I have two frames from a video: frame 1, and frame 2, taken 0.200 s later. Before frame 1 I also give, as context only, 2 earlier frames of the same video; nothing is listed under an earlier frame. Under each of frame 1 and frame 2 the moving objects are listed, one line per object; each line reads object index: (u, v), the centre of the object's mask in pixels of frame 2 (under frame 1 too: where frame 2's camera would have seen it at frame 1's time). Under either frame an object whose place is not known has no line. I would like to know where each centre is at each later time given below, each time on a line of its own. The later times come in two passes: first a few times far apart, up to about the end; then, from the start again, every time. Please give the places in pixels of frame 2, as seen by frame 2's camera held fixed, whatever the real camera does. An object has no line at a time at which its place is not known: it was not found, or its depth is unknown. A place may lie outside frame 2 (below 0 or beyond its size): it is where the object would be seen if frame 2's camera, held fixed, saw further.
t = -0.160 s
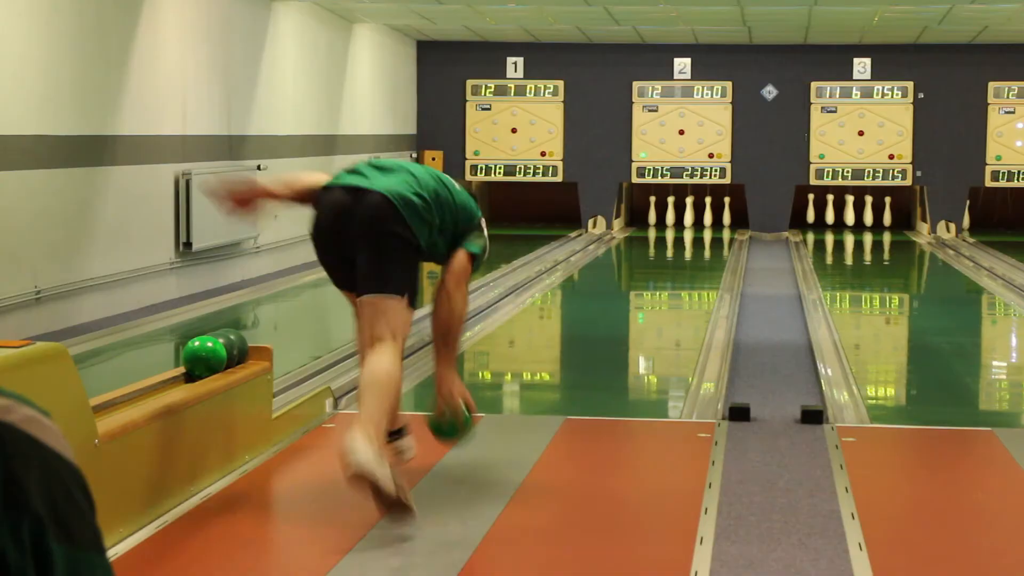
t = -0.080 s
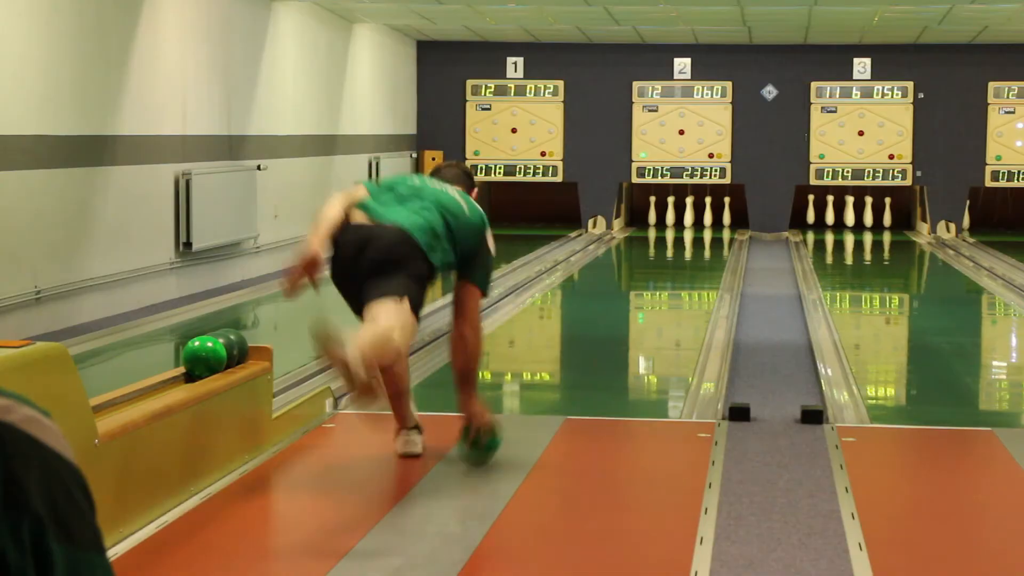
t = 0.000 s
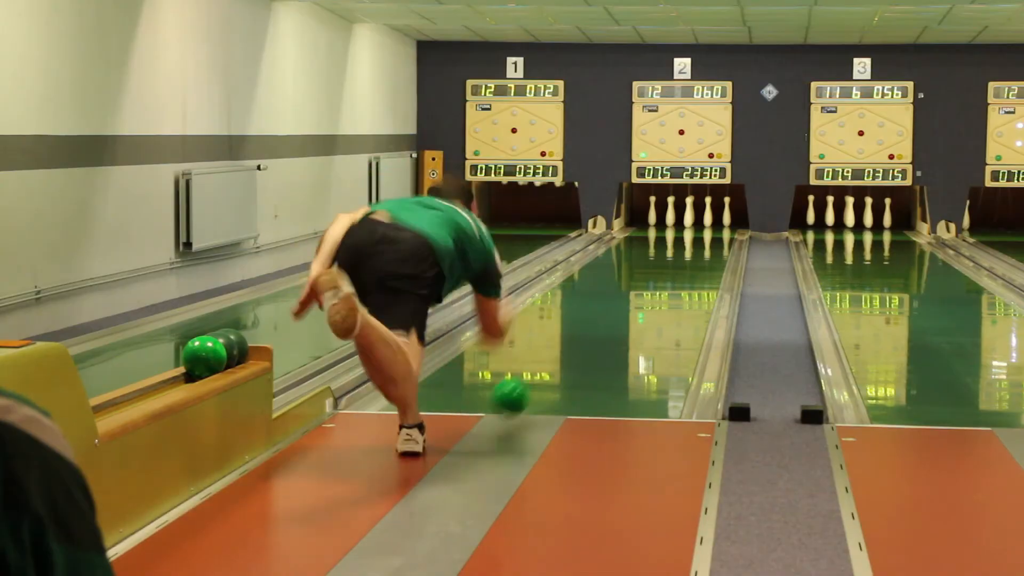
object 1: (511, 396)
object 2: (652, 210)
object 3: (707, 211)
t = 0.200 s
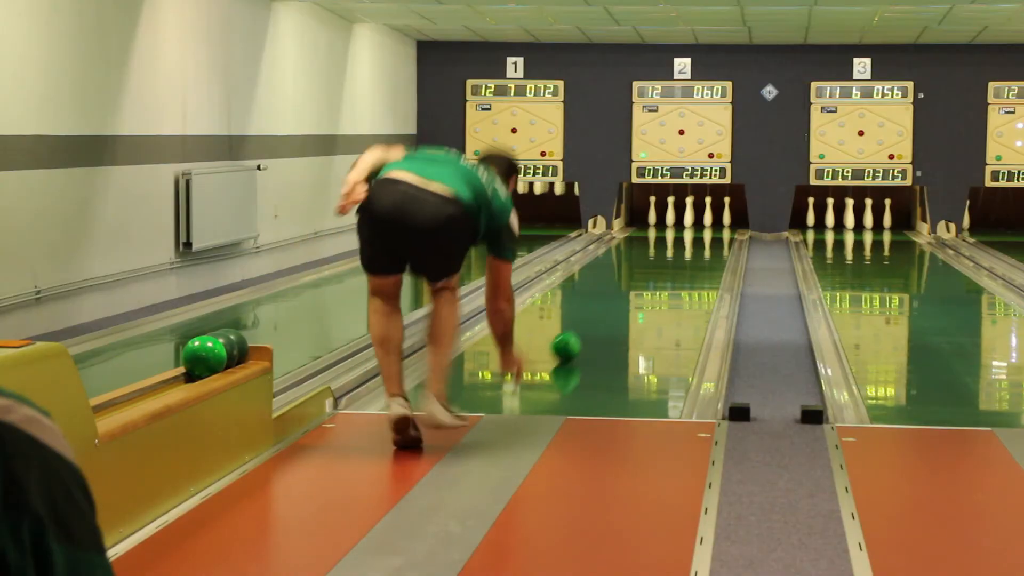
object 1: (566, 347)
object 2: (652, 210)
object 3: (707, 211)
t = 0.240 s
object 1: (574, 338)
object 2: (652, 210)
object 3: (707, 211)
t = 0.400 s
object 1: (600, 310)
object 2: (652, 210)
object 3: (707, 211)
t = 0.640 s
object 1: (627, 280)
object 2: (652, 218)
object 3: (708, 211)
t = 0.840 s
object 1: (643, 262)
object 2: (652, 211)
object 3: (708, 211)
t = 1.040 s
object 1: (656, 248)
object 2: (652, 211)
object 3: (708, 211)
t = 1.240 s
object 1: (666, 237)
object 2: (652, 211)
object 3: (708, 211)
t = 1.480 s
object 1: (676, 228)
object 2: (652, 211)
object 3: (708, 212)
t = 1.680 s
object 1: (678, 221)
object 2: (652, 211)
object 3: (709, 213)
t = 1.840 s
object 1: (680, 219)
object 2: (638, 215)
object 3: (716, 210)
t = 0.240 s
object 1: (574, 338)
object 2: (652, 210)
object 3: (707, 211)
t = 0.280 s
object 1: (581, 330)
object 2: (652, 210)
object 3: (707, 211)
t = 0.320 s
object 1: (587, 323)
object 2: (652, 210)
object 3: (707, 211)
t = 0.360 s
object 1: (594, 316)
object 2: (652, 210)
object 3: (707, 211)
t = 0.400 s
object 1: (600, 310)
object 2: (652, 210)
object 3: (707, 211)
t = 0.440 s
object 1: (605, 304)
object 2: (652, 210)
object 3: (707, 211)
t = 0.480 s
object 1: (610, 299)
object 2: (652, 210)
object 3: (708, 211)
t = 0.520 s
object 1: (615, 294)
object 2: (652, 210)
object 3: (708, 211)
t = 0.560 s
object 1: (619, 289)
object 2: (652, 210)
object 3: (708, 211)
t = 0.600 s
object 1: (623, 284)
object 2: (653, 211)
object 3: (708, 211)
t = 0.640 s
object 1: (627, 280)
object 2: (652, 218)
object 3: (708, 211)
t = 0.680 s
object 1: (631, 276)
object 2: (652, 216)
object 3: (708, 211)
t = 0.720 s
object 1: (634, 272)
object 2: (652, 217)
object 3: (708, 211)
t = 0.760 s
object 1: (637, 269)
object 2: (652, 217)
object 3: (708, 211)
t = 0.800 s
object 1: (641, 265)
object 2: (652, 211)
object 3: (708, 211)
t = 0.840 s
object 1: (643, 262)
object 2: (652, 211)
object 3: (708, 211)
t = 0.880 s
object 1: (646, 259)
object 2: (652, 211)
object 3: (708, 211)
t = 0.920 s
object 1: (649, 256)
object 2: (652, 211)
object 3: (708, 211)
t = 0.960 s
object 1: (652, 254)
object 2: (652, 211)
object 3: (708, 211)
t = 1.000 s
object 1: (654, 251)
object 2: (652, 211)
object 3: (708, 211)
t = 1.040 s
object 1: (656, 248)
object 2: (652, 211)
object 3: (708, 211)
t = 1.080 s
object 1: (659, 246)
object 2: (652, 211)
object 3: (708, 211)
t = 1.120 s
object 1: (660, 244)
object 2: (652, 211)
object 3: (708, 211)
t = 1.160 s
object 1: (662, 242)
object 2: (652, 211)
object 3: (708, 211)
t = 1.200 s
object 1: (664, 240)
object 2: (652, 211)
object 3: (708, 211)
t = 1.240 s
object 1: (666, 237)
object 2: (652, 211)
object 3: (708, 211)
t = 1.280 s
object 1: (668, 235)
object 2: (652, 211)
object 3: (708, 211)
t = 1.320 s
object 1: (669, 234)
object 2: (652, 211)
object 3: (708, 211)
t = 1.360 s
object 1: (671, 232)
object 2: (652, 211)
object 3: (708, 211)
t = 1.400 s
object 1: (673, 231)
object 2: (652, 211)
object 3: (708, 211)
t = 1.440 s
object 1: (675, 229)
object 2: (652, 211)
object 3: (708, 212)
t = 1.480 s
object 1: (676, 228)
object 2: (652, 211)
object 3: (708, 212)
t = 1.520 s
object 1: (677, 226)
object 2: (652, 211)
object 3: (708, 212)
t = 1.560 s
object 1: (678, 225)
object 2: (652, 211)
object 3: (708, 212)
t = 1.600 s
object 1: (679, 224)
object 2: (652, 211)
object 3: (708, 212)
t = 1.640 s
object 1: (680, 223)
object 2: (652, 211)
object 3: (708, 212)
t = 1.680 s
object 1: (678, 221)
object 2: (652, 211)
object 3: (709, 213)
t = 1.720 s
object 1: (677, 220)
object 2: (650, 212)
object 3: (708, 214)
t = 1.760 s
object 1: (677, 220)
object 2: (643, 211)
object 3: (709, 211)
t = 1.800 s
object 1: (678, 220)
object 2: (639, 211)
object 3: (712, 210)
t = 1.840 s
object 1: (680, 219)
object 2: (638, 215)
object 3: (716, 210)
